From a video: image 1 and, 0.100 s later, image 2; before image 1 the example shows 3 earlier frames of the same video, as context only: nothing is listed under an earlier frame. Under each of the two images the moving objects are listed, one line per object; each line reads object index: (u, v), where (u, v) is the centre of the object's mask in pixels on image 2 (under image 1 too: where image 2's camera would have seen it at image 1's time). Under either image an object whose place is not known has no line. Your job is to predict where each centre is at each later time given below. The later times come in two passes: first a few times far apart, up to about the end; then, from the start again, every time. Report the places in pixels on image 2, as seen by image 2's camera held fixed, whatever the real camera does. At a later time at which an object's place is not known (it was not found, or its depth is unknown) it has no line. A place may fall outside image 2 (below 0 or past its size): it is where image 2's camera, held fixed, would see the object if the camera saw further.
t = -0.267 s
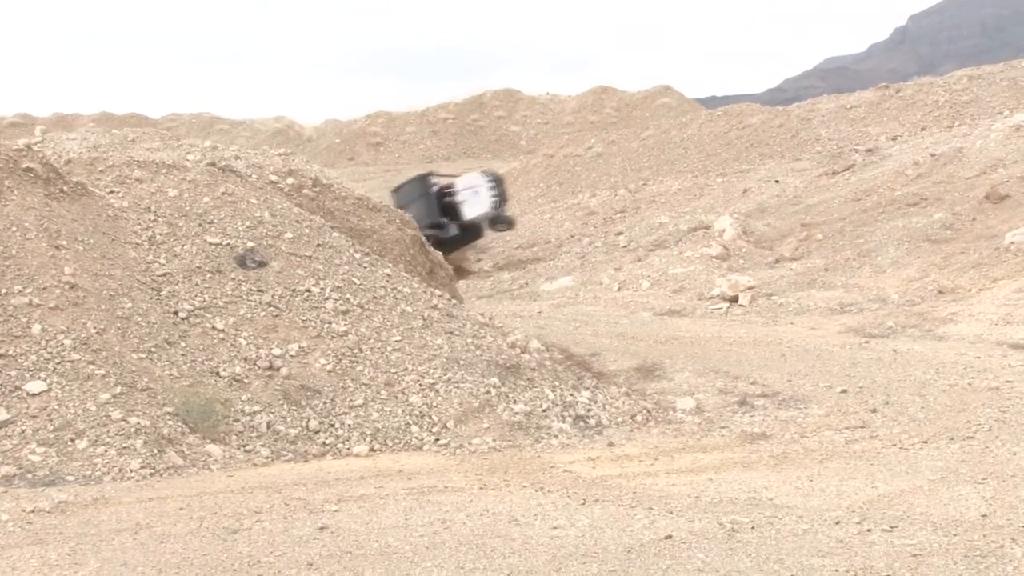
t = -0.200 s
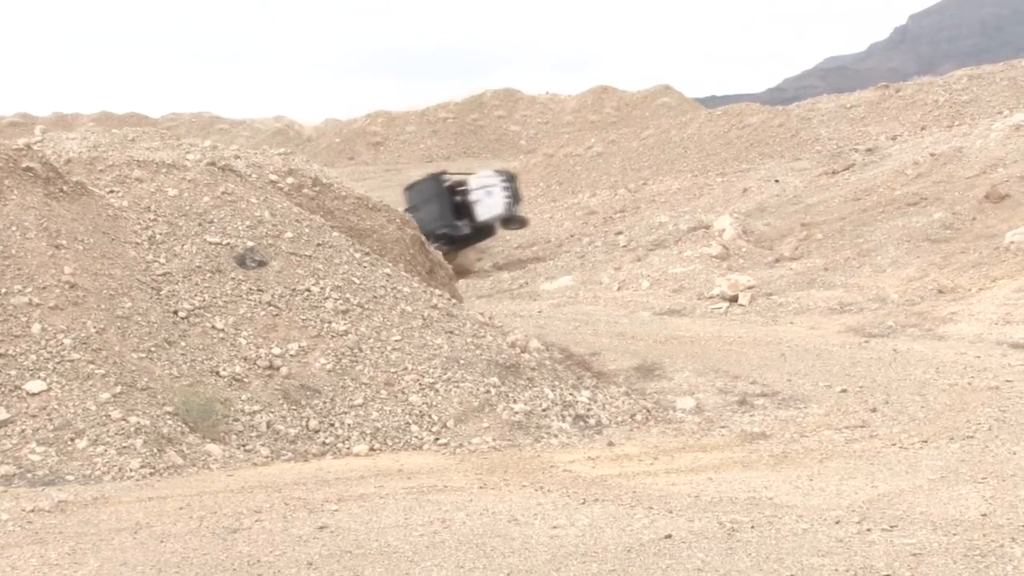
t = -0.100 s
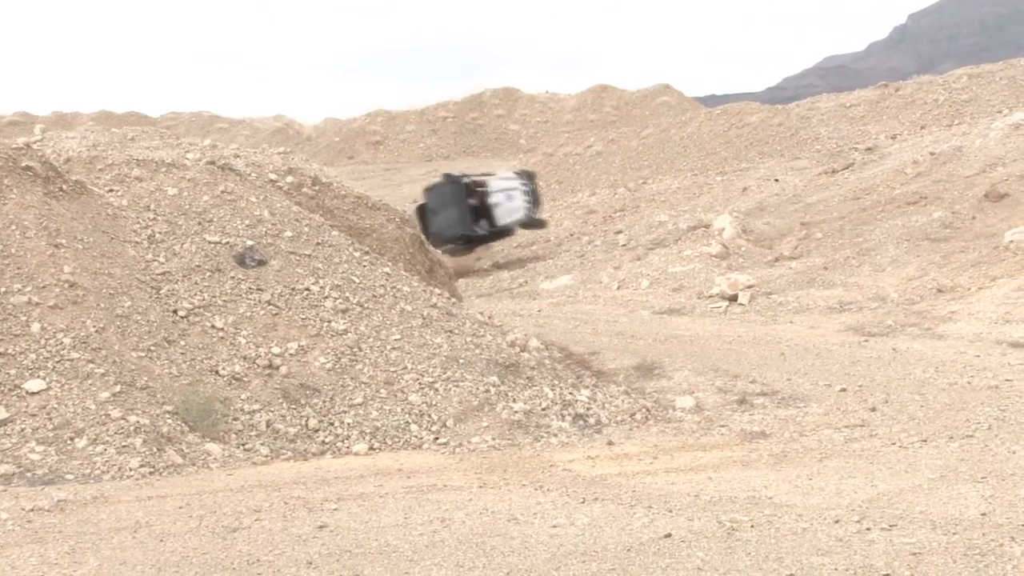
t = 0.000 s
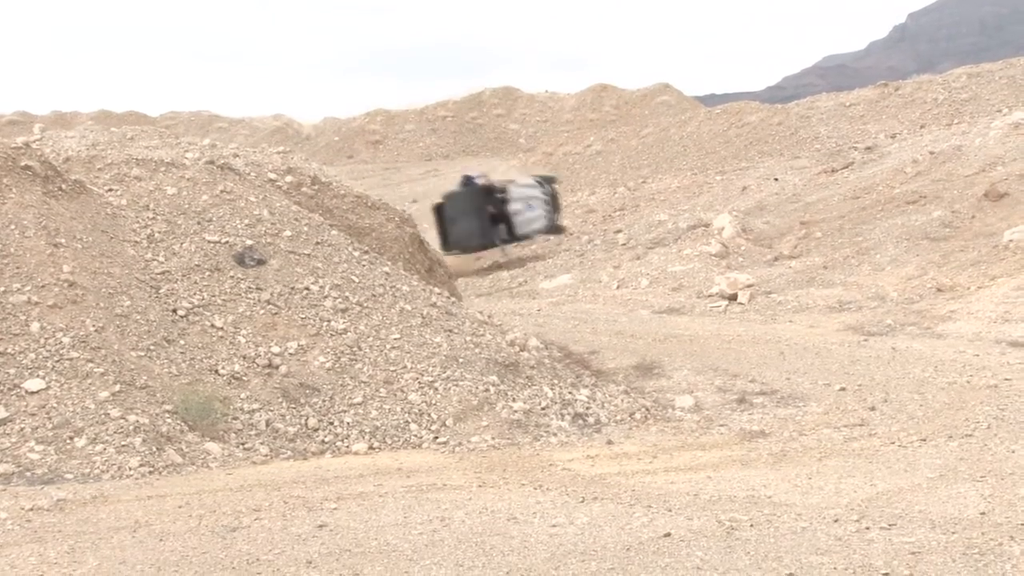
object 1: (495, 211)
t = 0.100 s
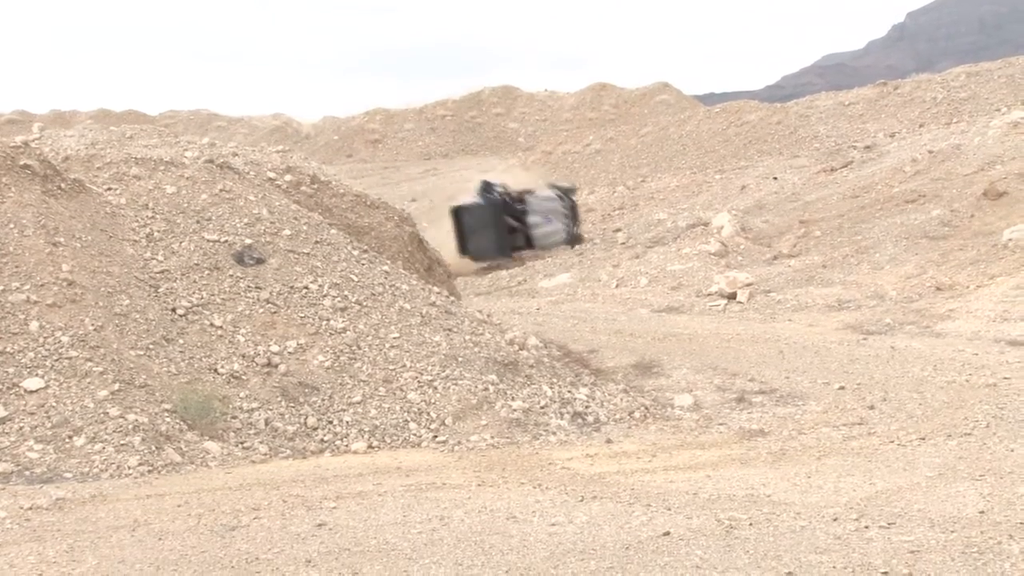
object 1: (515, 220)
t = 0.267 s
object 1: (529, 224)
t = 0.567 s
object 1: (521, 217)
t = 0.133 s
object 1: (521, 225)
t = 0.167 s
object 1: (525, 226)
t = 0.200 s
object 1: (528, 227)
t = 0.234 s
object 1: (529, 226)
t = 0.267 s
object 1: (529, 224)
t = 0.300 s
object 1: (529, 223)
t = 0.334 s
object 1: (527, 221)
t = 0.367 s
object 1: (526, 221)
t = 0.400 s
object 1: (525, 219)
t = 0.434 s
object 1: (524, 219)
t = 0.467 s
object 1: (523, 219)
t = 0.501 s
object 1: (523, 218)
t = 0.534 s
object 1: (522, 218)
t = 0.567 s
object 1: (521, 217)
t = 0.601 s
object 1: (520, 216)
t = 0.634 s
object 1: (519, 216)
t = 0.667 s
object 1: (519, 216)
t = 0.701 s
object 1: (518, 217)
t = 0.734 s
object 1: (517, 216)
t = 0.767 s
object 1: (516, 216)
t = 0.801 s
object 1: (515, 216)
